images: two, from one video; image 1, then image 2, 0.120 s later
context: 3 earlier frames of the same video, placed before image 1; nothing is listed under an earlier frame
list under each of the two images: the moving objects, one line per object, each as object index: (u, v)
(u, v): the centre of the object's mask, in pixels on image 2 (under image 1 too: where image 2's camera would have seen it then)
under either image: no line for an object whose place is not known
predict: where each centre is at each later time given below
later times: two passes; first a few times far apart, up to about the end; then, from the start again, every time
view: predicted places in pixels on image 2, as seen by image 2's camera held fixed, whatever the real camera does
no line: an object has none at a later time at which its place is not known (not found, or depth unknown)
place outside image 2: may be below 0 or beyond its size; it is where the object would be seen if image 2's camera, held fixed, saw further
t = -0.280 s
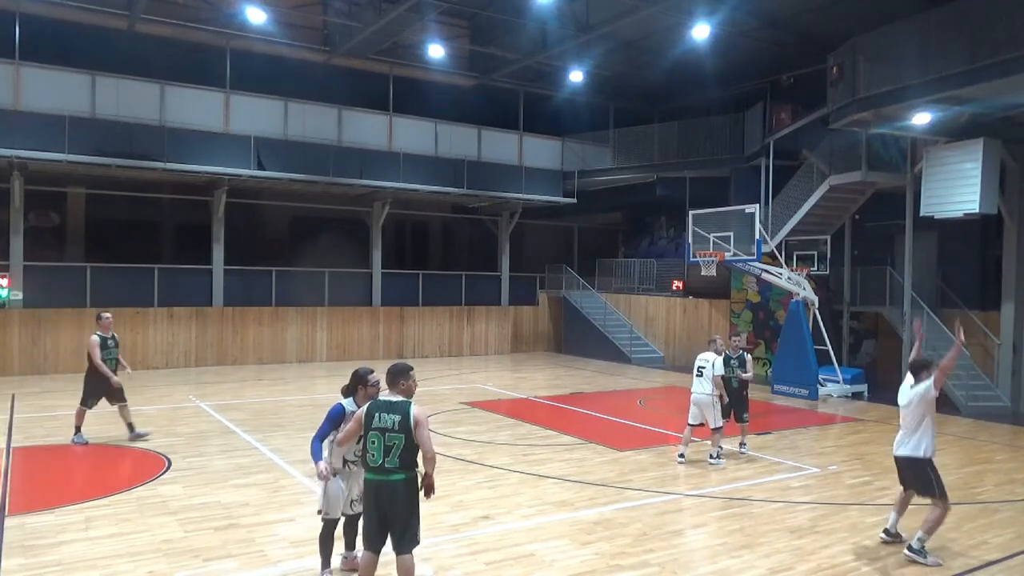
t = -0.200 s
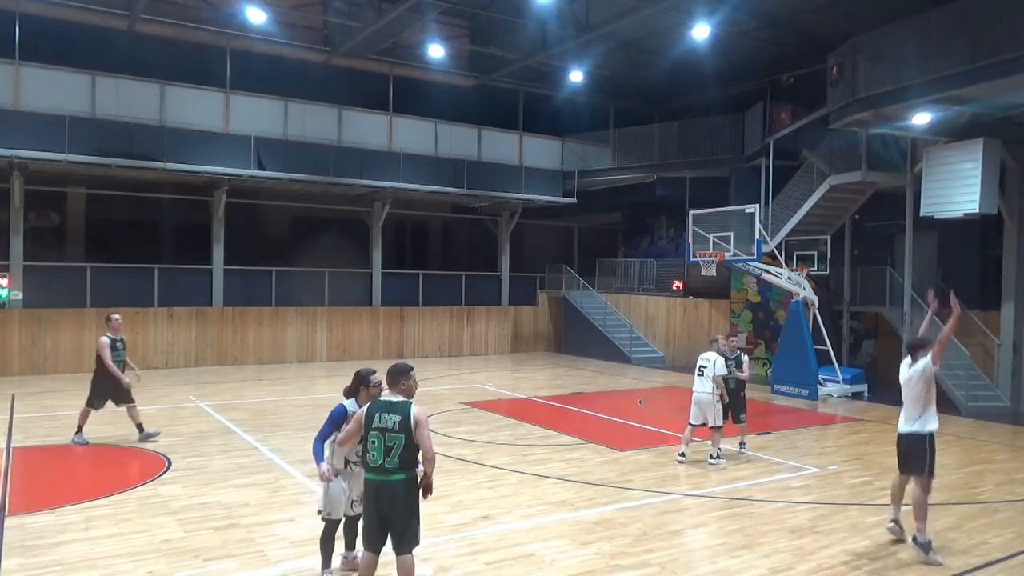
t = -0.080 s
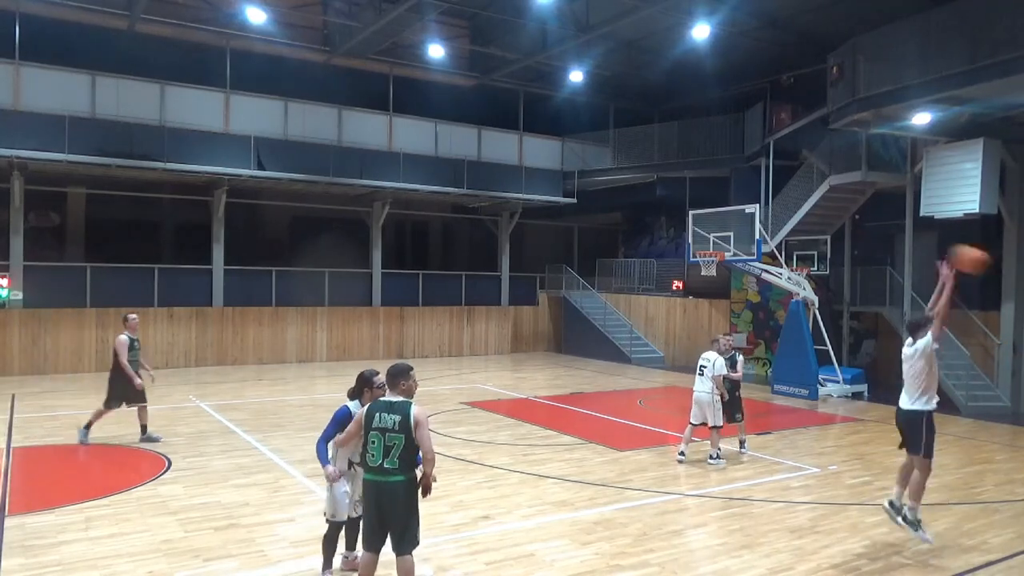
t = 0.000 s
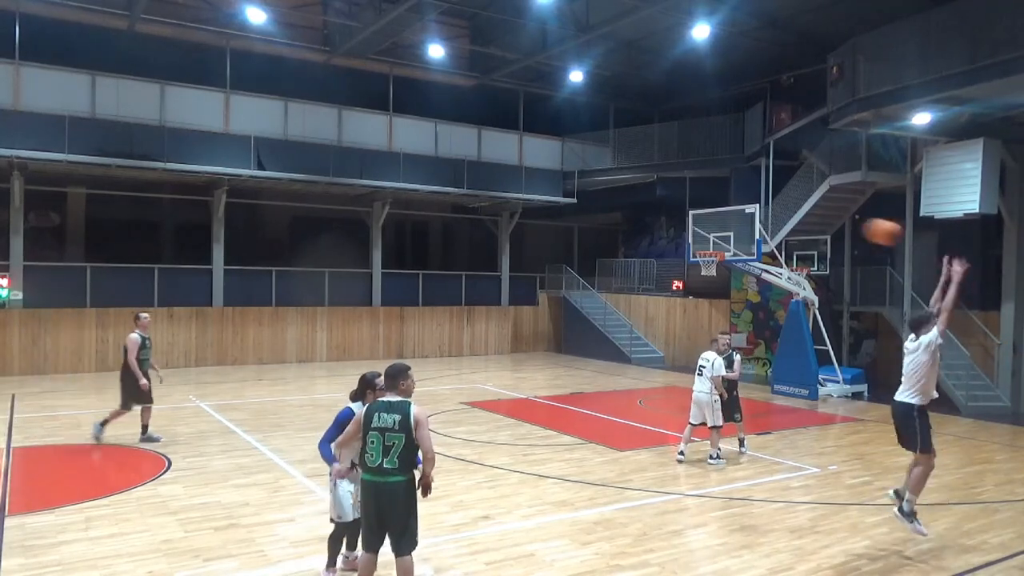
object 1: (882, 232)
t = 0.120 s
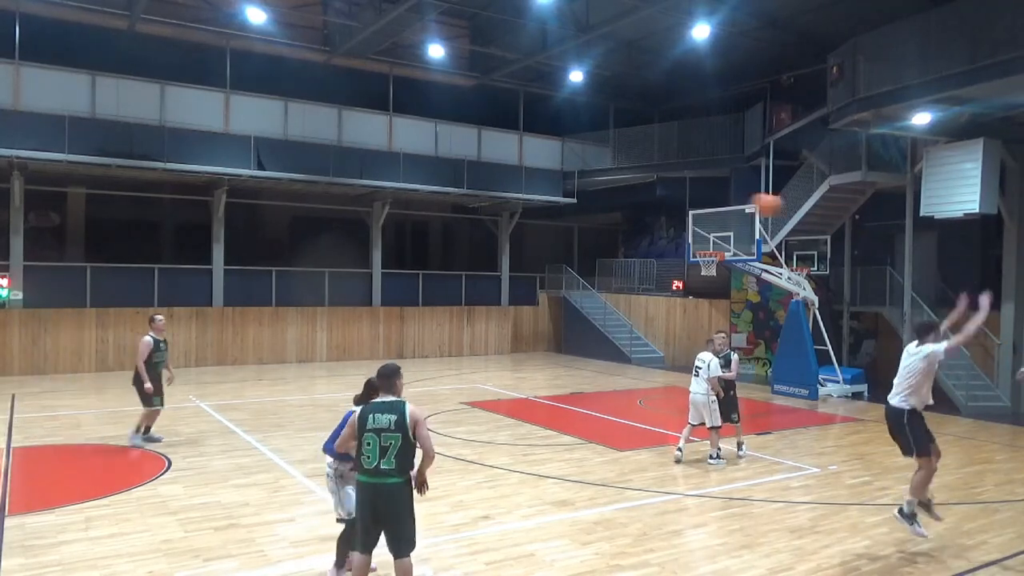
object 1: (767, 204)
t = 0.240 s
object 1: (664, 194)
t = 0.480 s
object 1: (491, 210)
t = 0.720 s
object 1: (355, 264)
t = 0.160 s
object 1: (730, 197)
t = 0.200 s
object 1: (696, 194)
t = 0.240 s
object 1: (664, 194)
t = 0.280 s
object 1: (632, 193)
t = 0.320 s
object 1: (602, 194)
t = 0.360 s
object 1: (573, 196)
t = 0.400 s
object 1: (546, 199)
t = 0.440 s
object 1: (518, 205)
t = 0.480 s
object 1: (491, 210)
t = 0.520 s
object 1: (467, 216)
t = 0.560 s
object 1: (443, 224)
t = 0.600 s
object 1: (420, 233)
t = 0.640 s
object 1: (398, 243)
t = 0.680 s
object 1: (376, 253)
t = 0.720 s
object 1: (355, 264)
